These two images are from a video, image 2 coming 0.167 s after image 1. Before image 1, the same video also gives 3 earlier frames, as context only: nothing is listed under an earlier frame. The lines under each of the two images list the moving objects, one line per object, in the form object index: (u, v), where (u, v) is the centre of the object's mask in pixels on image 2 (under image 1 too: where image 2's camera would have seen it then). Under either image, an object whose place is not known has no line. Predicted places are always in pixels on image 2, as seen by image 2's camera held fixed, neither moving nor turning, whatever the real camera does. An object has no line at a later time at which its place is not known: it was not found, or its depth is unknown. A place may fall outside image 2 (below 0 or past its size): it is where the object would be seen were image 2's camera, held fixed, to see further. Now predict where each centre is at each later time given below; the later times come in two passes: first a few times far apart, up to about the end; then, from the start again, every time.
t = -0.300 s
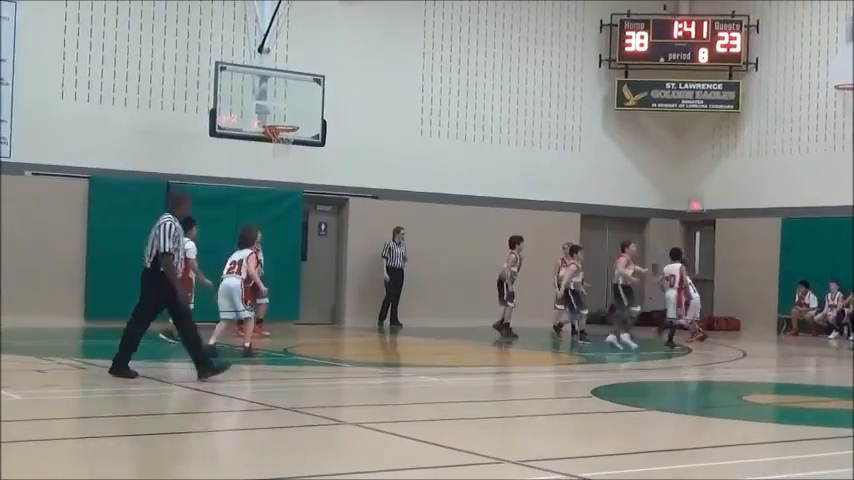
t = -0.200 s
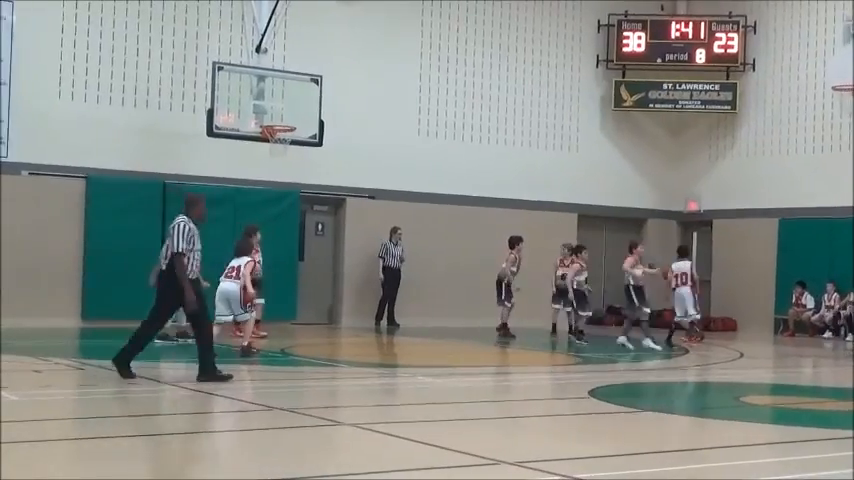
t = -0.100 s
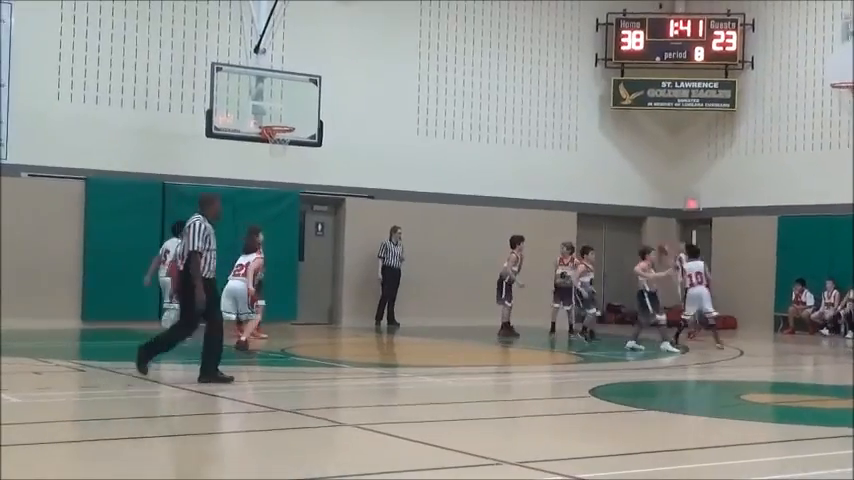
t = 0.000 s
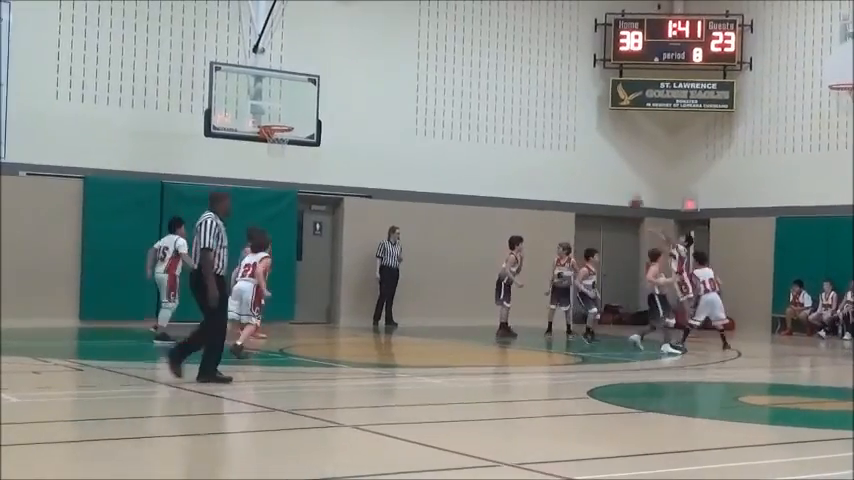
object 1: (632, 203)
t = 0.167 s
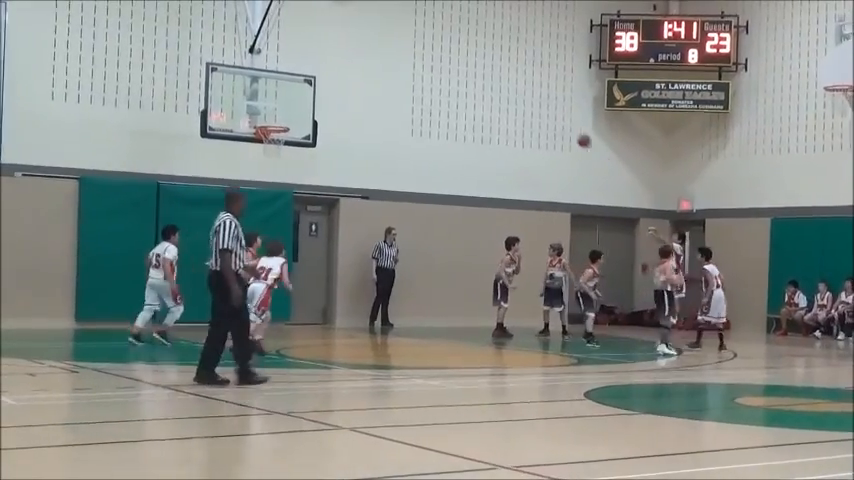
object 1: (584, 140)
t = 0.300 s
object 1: (545, 102)
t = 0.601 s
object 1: (457, 56)
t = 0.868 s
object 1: (378, 64)
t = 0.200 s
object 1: (574, 130)
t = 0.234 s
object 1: (564, 120)
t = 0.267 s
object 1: (555, 111)
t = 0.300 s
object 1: (545, 102)
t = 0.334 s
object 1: (535, 94)
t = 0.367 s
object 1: (526, 87)
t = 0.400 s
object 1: (516, 81)
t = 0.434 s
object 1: (506, 74)
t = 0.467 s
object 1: (497, 70)
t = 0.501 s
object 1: (487, 65)
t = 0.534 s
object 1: (477, 61)
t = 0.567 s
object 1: (467, 59)
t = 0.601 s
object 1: (457, 56)
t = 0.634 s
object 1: (448, 54)
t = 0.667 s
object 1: (437, 54)
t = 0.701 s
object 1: (428, 54)
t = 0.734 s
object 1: (417, 54)
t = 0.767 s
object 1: (408, 55)
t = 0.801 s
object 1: (398, 57)
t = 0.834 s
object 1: (388, 60)
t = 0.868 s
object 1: (378, 64)
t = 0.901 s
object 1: (368, 68)
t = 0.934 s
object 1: (358, 72)
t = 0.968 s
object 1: (348, 78)
